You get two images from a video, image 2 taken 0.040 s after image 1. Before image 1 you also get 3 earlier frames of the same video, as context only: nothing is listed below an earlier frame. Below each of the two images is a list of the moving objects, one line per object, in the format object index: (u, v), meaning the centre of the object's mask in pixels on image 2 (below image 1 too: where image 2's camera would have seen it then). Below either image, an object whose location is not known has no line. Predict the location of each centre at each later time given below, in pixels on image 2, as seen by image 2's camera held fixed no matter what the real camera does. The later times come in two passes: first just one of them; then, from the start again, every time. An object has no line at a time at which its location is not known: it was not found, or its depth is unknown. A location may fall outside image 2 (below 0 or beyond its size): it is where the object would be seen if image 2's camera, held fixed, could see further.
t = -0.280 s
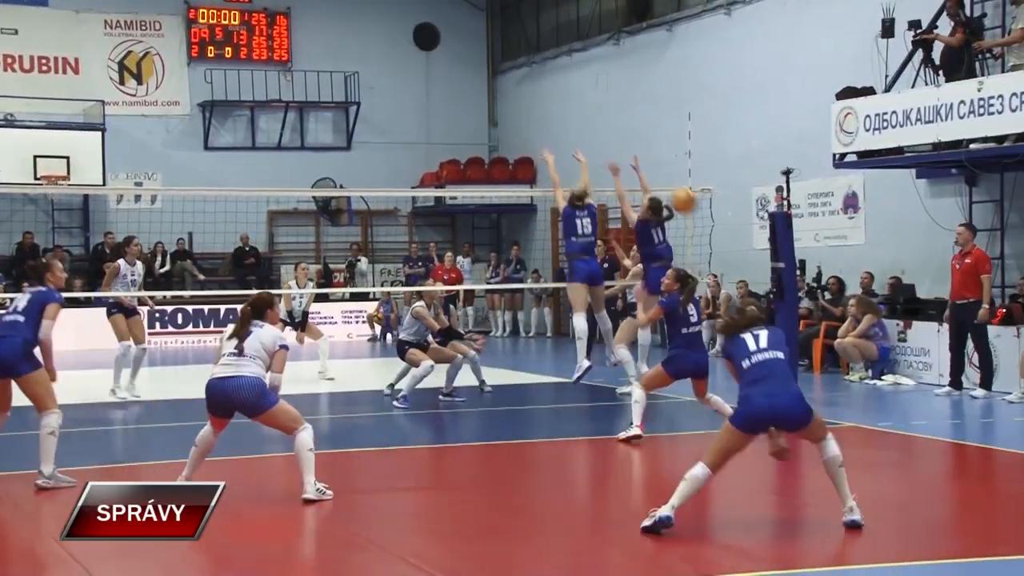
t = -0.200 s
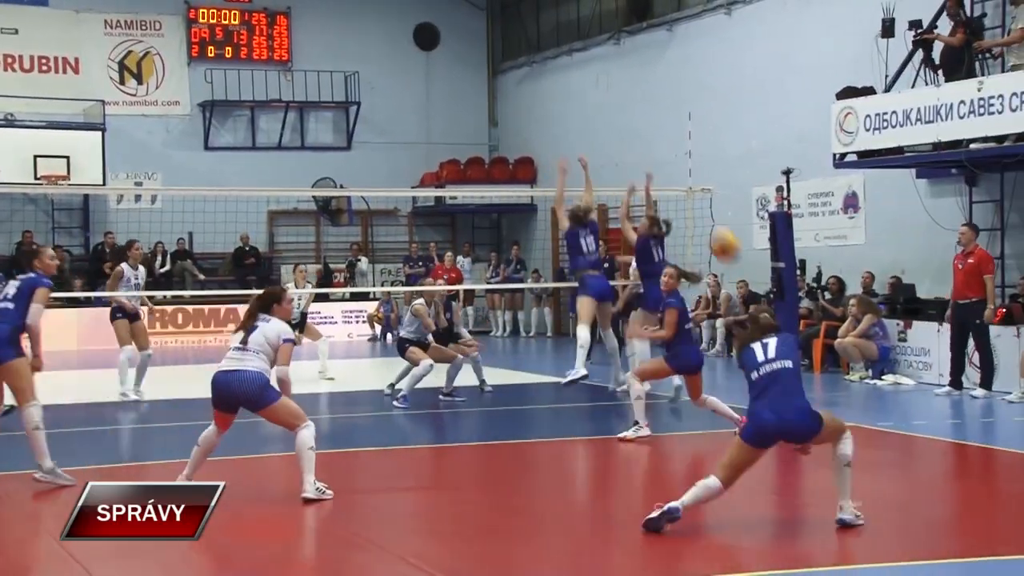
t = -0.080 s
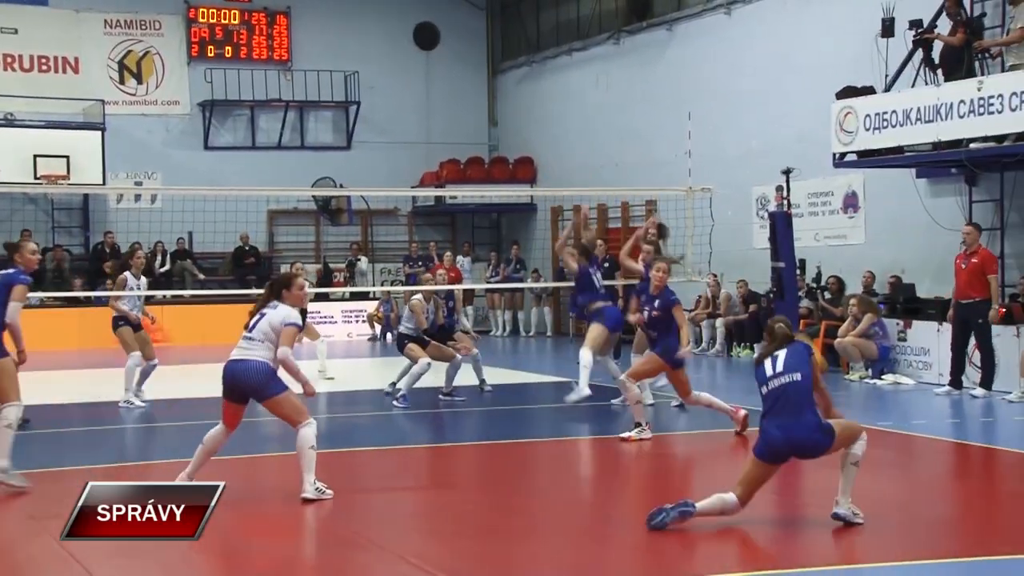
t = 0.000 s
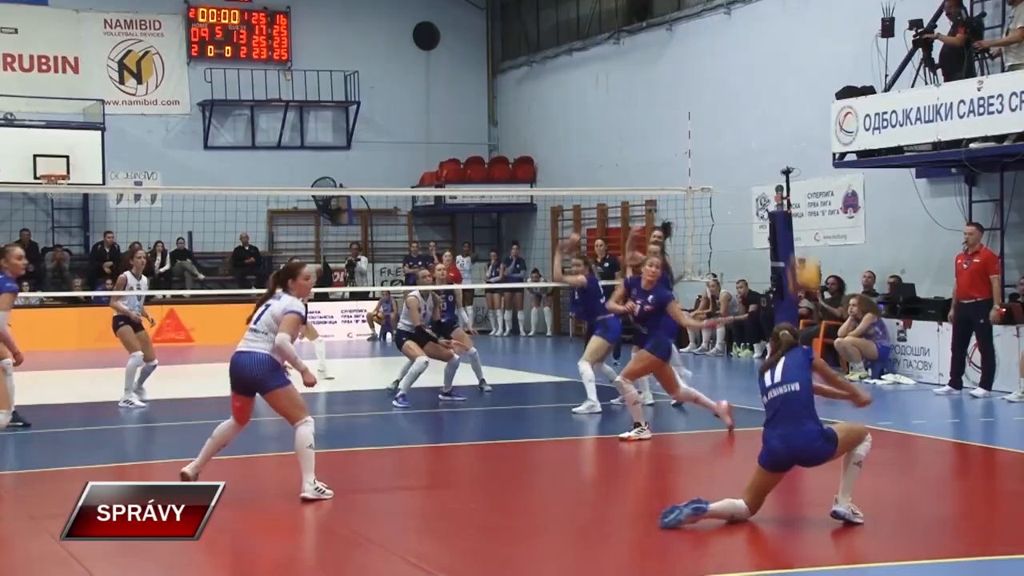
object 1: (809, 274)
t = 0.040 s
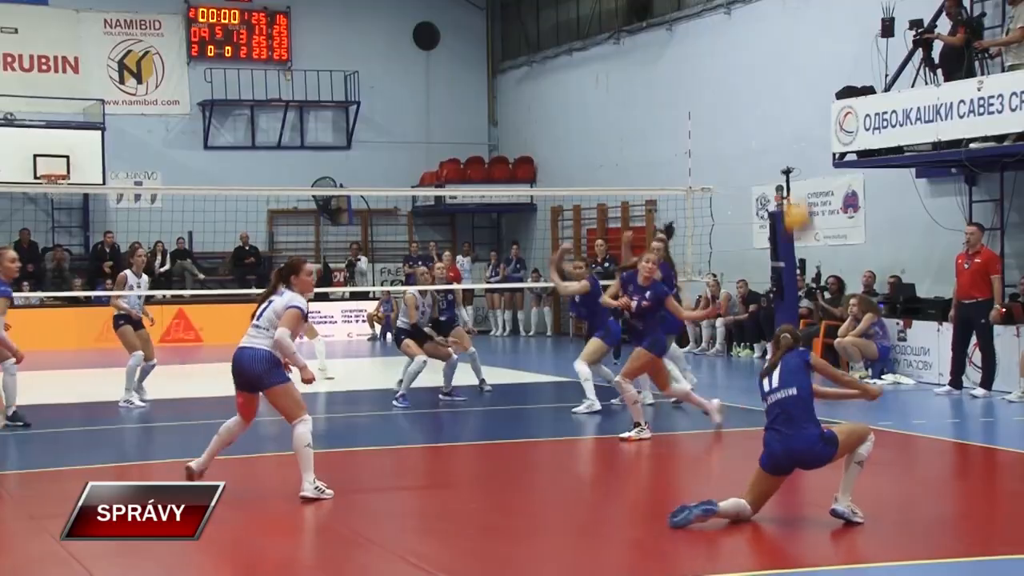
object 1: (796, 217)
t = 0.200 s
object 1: (771, 19)
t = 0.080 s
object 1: (790, 162)
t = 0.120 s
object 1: (784, 112)
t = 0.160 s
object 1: (777, 64)
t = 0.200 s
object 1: (771, 19)
